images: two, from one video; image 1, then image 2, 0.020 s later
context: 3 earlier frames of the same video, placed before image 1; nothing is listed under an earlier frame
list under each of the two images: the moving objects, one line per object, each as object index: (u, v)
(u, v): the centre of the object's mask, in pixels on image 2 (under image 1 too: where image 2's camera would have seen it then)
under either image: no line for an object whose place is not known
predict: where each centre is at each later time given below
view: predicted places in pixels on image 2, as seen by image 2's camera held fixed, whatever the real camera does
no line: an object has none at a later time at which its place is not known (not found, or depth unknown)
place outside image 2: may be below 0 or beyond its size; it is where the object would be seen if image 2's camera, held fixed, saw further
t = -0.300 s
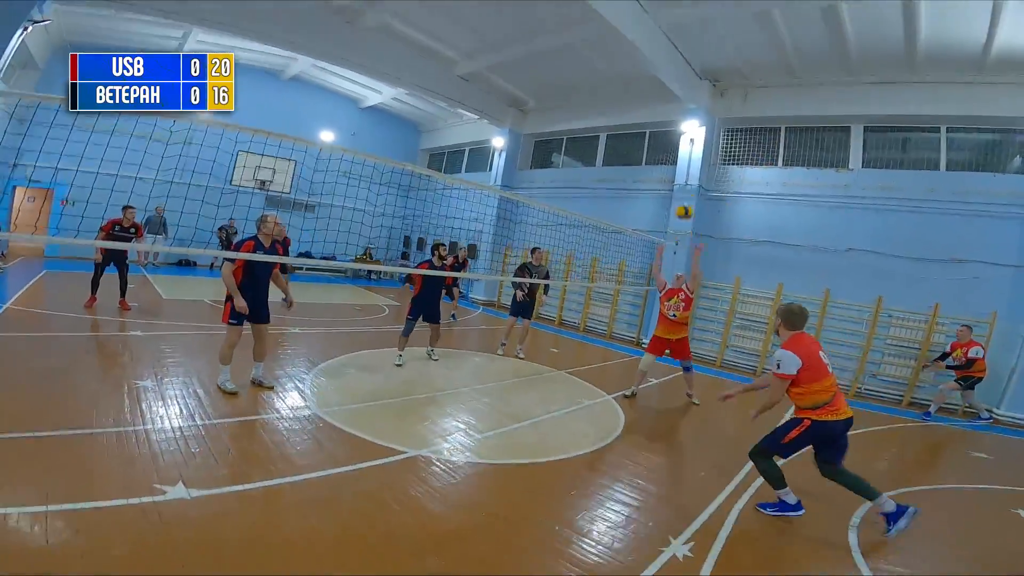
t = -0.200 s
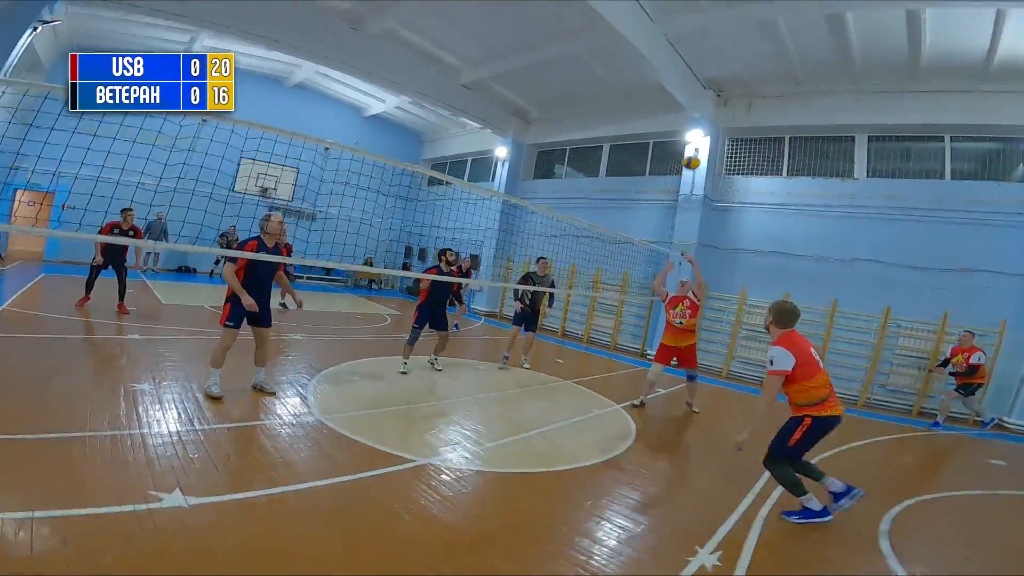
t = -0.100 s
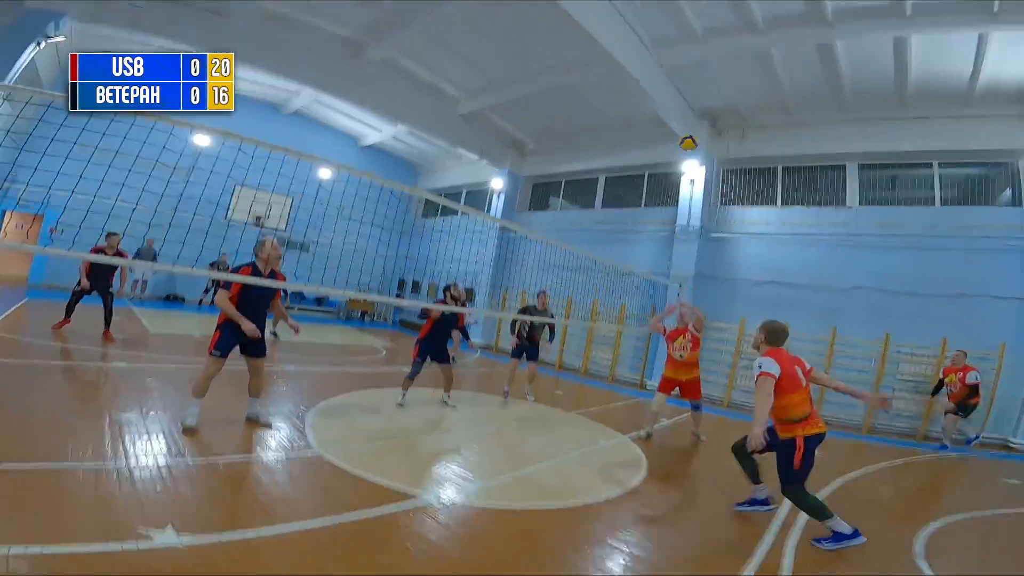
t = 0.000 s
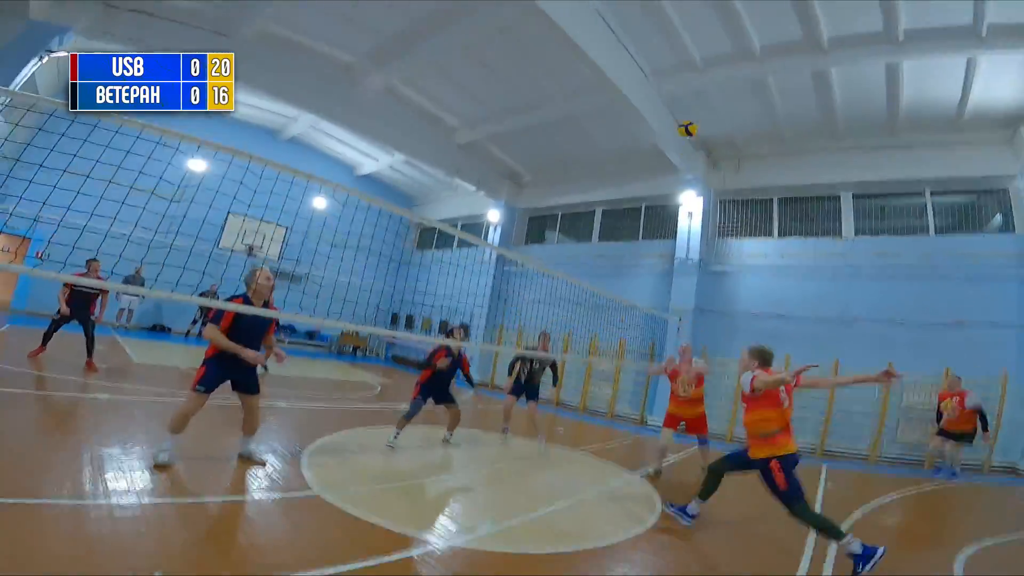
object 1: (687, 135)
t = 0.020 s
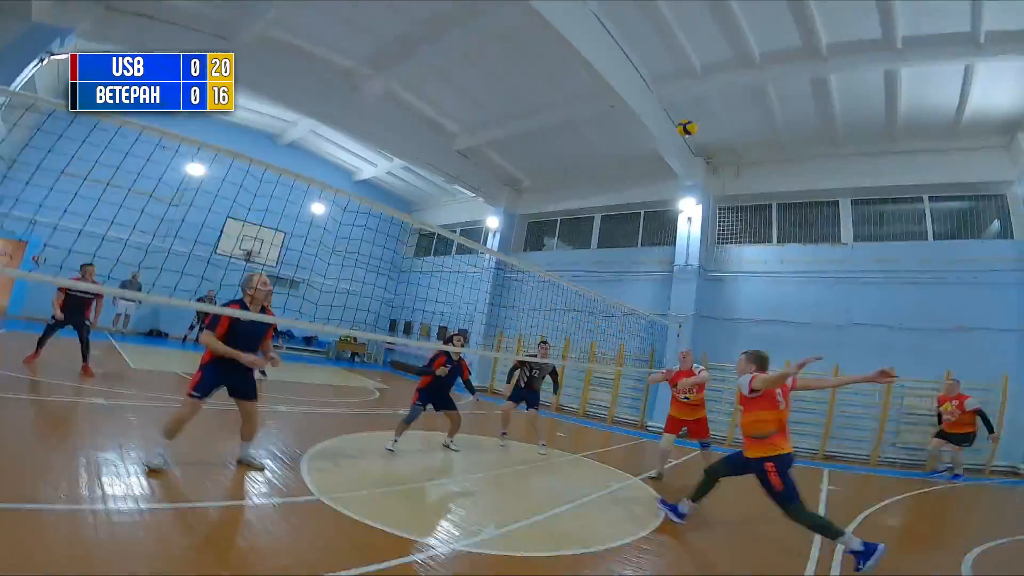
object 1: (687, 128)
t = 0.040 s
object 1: (686, 120)
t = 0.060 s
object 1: (687, 112)
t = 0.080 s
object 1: (687, 105)
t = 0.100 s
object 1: (686, 97)
